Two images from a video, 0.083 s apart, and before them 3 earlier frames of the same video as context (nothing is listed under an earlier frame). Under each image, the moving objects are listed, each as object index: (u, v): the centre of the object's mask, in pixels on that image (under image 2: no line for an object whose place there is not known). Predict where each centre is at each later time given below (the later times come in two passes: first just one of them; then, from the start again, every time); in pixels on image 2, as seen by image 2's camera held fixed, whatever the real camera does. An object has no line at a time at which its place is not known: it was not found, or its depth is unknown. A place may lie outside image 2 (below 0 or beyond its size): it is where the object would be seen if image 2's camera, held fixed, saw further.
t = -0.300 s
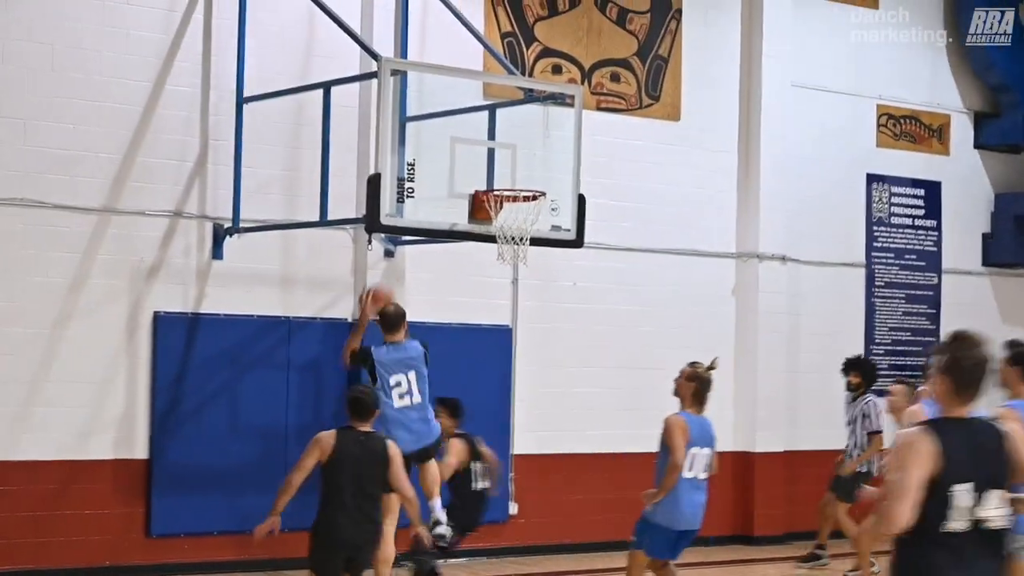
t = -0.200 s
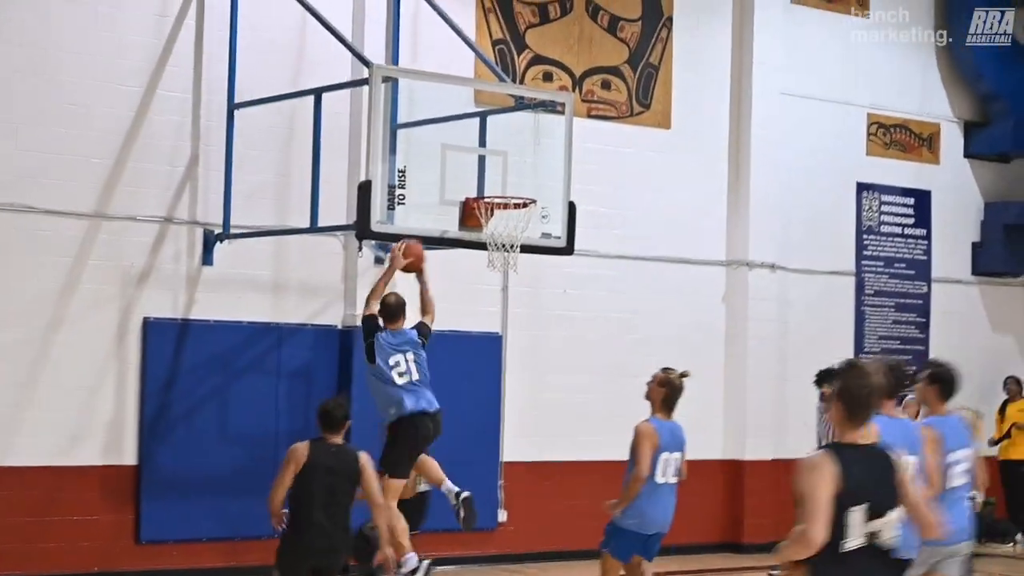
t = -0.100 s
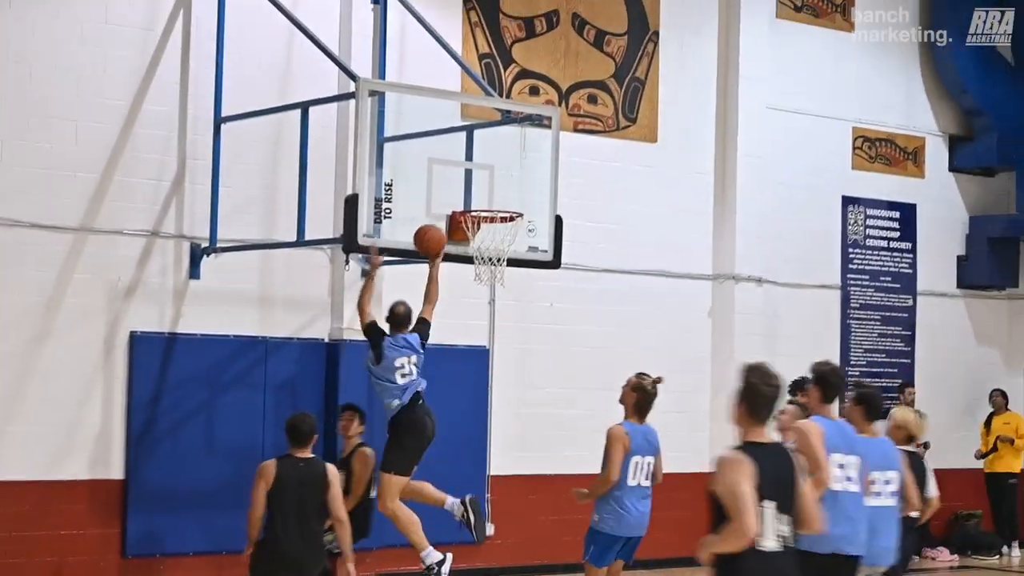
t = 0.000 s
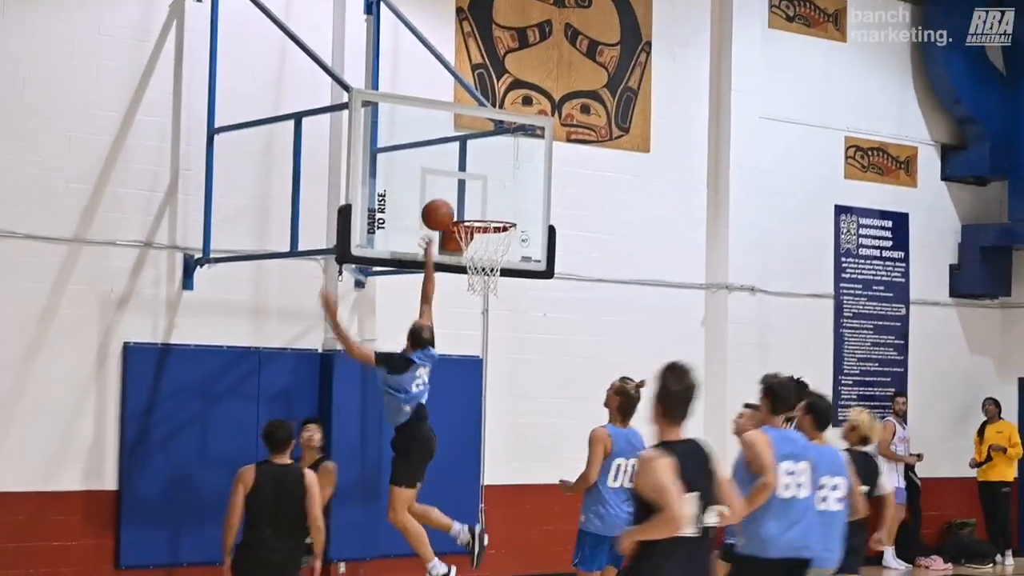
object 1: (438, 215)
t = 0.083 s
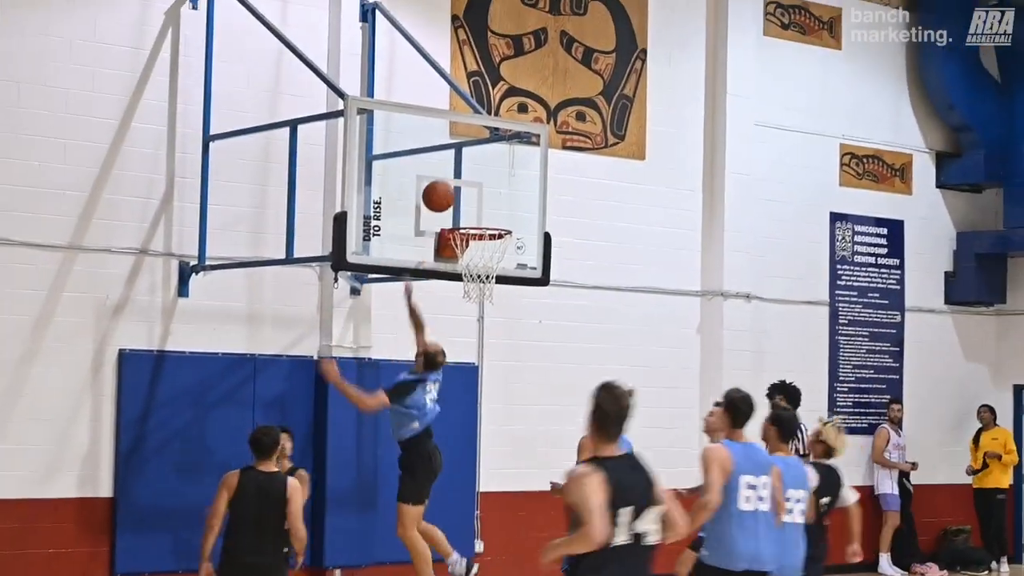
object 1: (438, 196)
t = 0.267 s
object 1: (451, 173)
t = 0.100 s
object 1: (439, 192)
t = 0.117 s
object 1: (440, 189)
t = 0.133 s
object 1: (441, 185)
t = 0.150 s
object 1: (442, 182)
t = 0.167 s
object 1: (443, 180)
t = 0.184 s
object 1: (444, 178)
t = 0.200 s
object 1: (445, 176)
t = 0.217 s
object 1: (446, 175)
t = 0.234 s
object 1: (447, 174)
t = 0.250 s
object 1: (448, 173)
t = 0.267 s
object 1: (451, 173)
